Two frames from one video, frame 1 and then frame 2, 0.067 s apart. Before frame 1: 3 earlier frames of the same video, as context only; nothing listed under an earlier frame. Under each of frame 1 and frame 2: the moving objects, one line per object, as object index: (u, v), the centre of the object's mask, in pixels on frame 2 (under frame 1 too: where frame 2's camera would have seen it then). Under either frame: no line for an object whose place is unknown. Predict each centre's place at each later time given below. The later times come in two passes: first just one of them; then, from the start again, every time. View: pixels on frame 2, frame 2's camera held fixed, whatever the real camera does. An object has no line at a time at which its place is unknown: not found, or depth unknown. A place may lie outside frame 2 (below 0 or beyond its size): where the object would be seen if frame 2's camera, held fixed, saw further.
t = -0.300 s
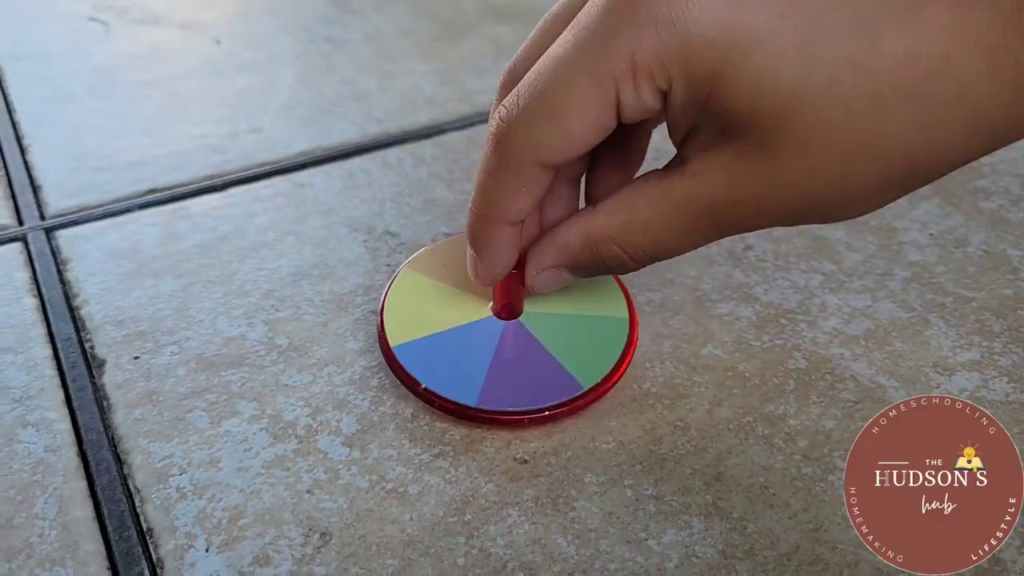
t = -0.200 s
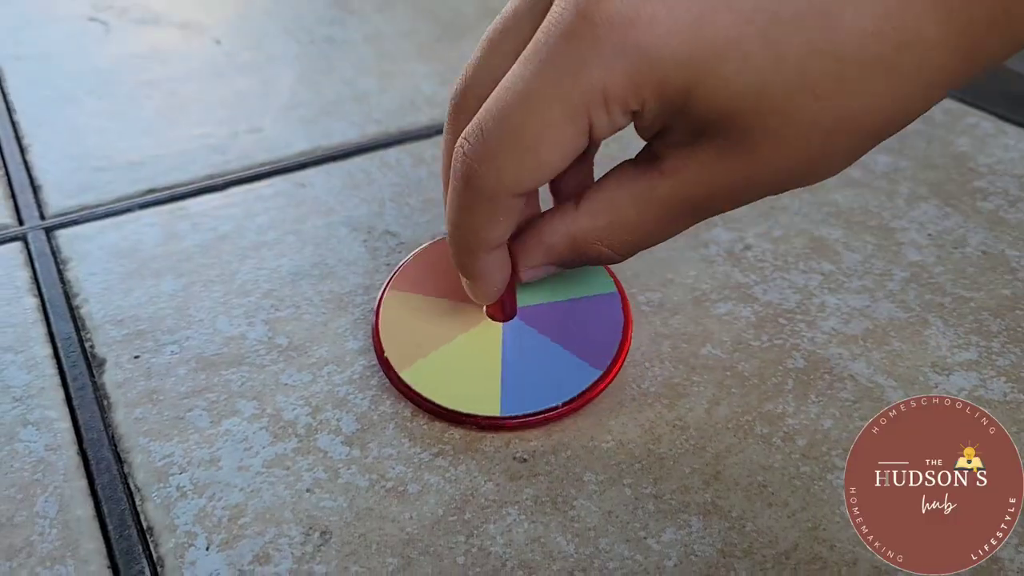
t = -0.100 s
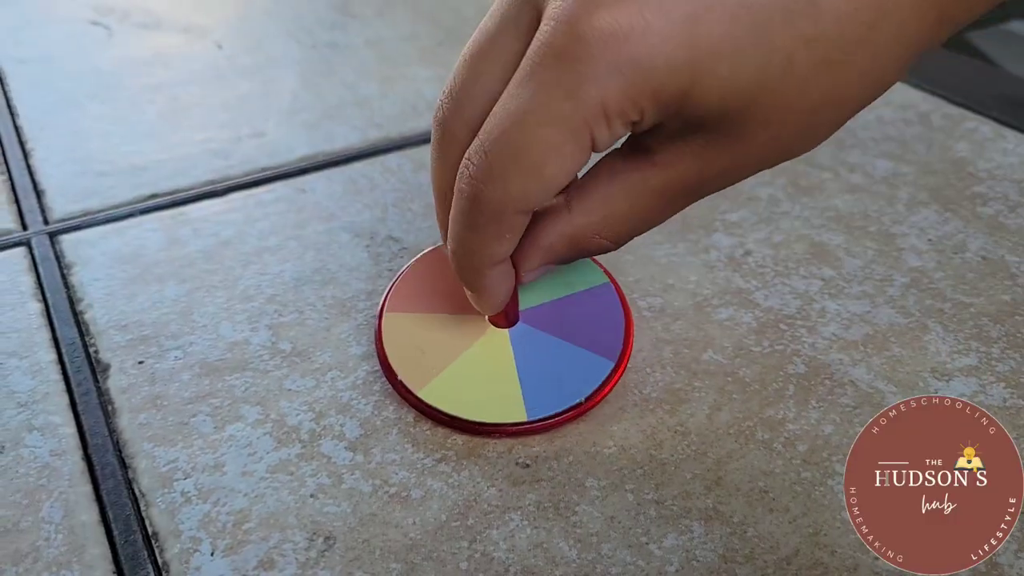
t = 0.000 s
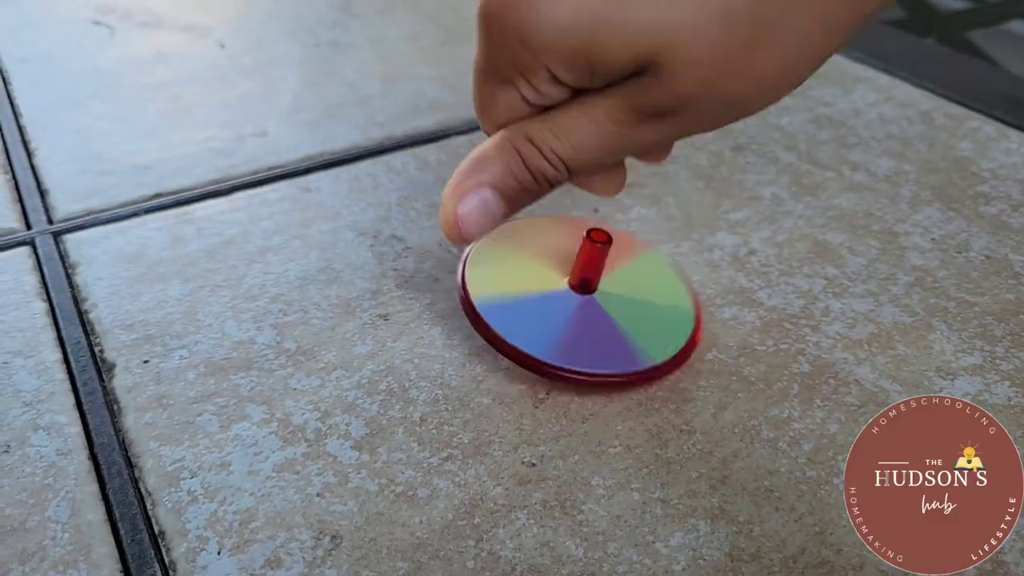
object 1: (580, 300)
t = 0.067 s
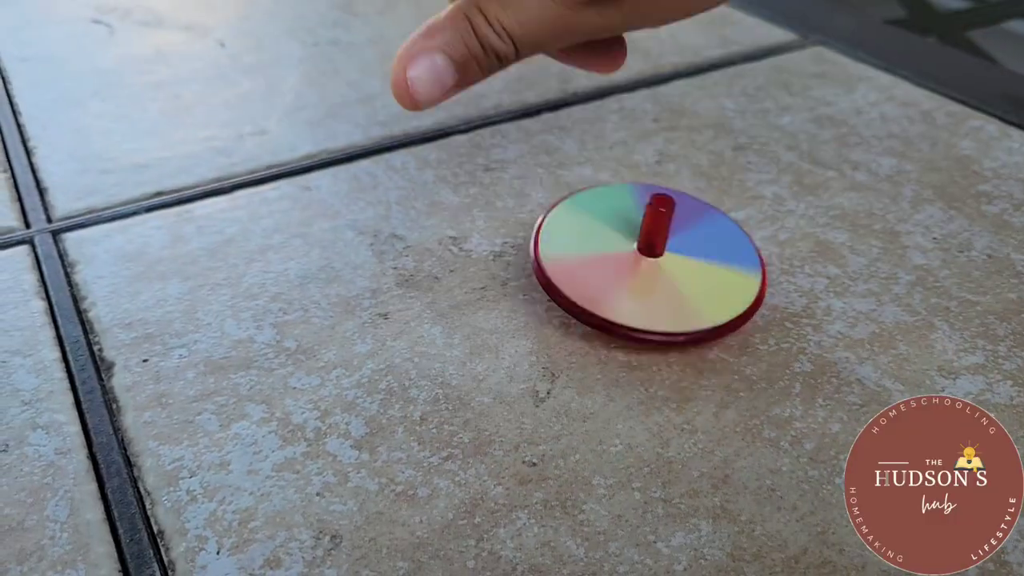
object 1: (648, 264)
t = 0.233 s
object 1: (673, 230)
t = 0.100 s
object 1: (662, 243)
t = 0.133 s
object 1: (662, 239)
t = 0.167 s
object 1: (661, 237)
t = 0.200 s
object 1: (669, 232)
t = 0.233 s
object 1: (673, 230)
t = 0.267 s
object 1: (673, 227)
